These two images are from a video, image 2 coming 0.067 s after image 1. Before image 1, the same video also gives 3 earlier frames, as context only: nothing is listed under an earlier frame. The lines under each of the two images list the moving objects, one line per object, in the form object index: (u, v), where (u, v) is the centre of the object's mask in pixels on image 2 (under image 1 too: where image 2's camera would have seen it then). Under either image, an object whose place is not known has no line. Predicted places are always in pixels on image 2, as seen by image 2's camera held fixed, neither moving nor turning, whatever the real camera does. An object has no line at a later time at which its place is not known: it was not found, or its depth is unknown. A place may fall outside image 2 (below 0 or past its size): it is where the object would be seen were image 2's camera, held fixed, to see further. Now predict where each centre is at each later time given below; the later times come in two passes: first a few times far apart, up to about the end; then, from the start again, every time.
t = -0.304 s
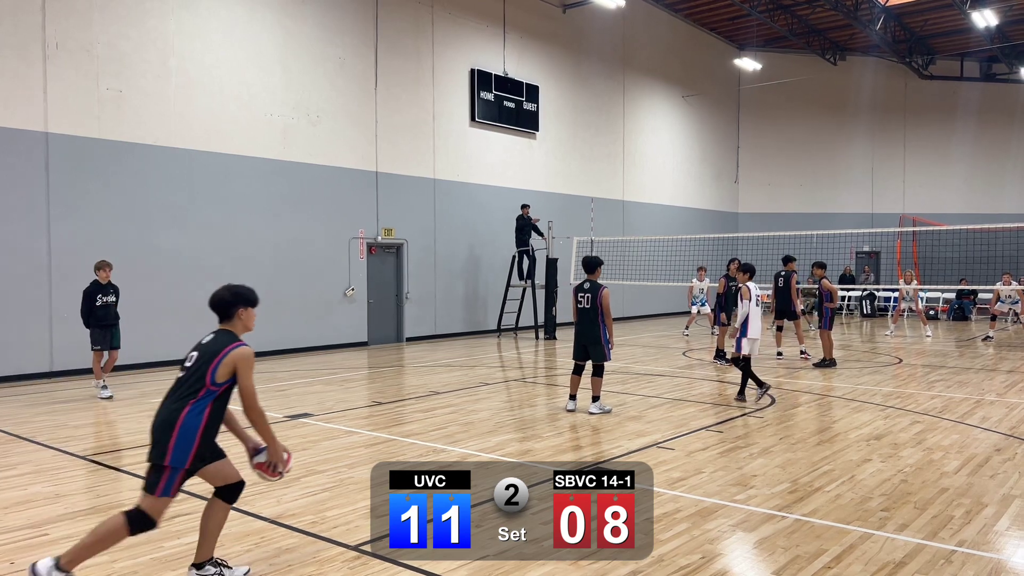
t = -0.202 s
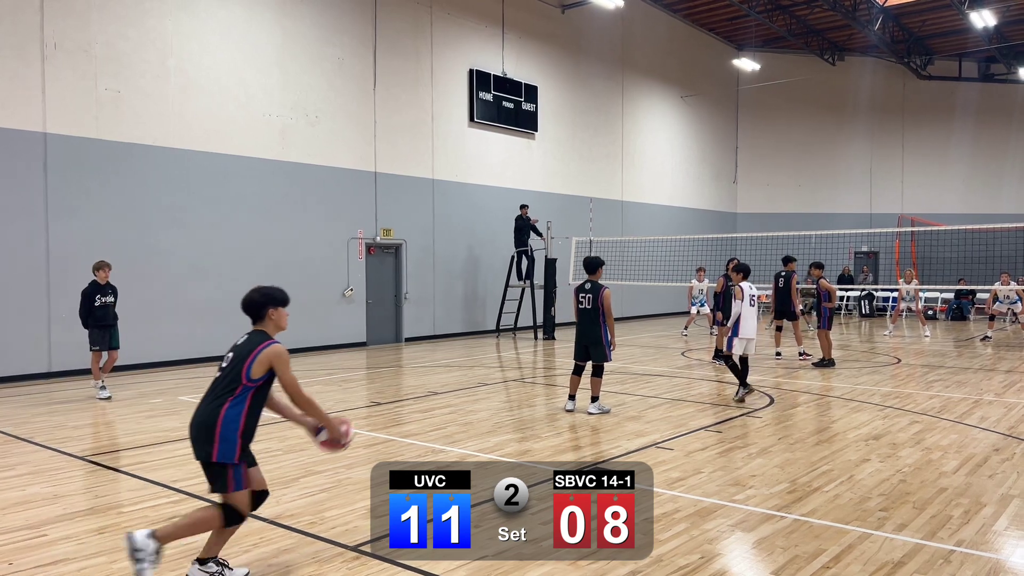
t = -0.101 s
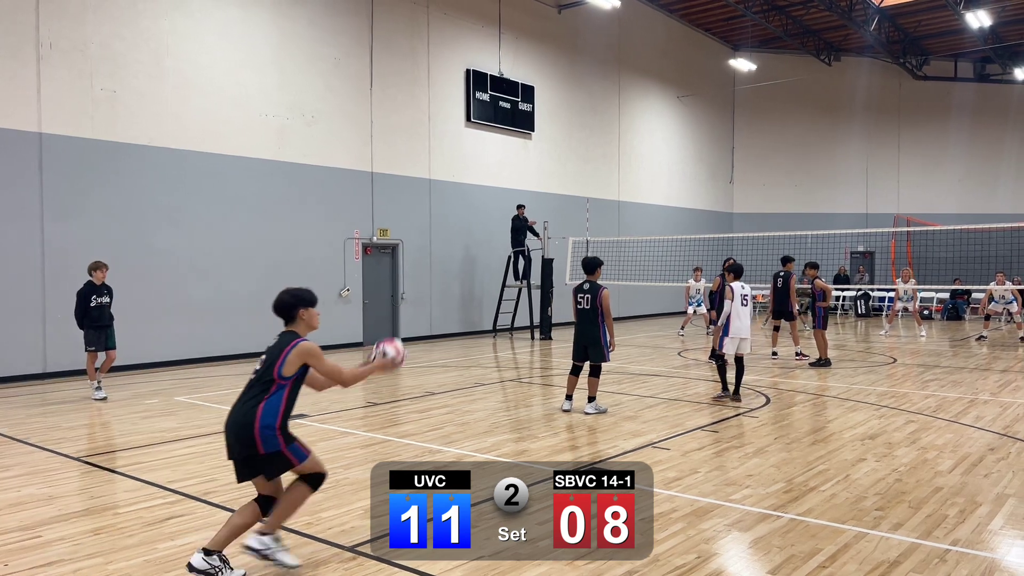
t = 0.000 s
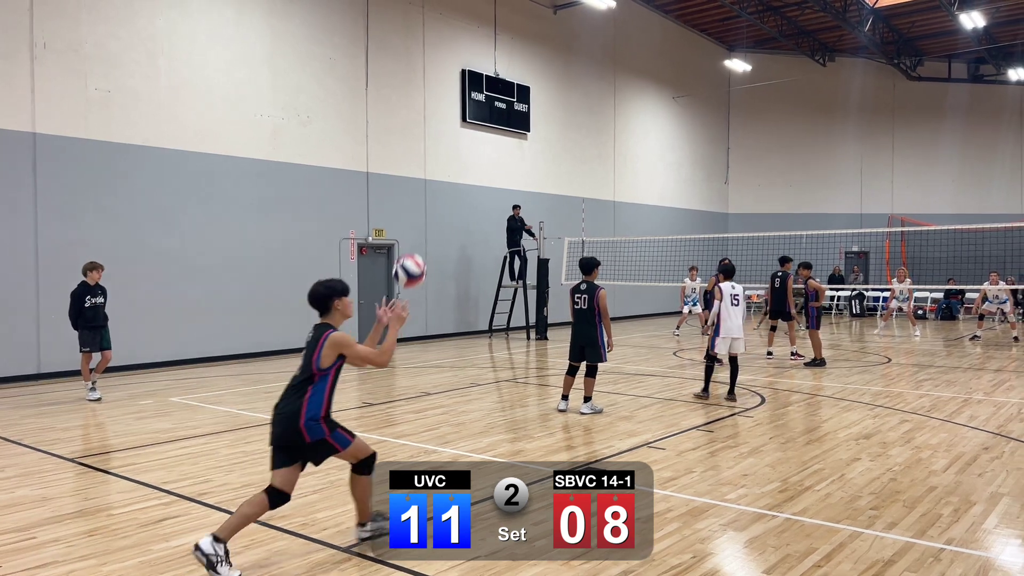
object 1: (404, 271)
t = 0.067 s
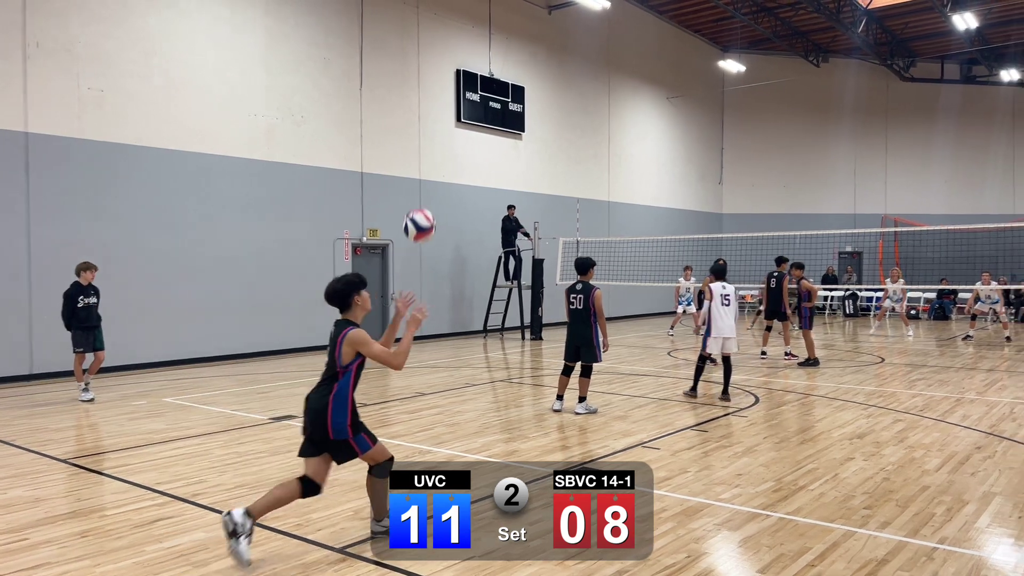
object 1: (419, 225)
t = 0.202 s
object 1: (448, 159)
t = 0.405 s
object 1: (488, 115)
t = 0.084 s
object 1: (423, 215)
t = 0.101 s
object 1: (426, 205)
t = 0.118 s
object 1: (430, 197)
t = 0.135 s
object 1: (434, 188)
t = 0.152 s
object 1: (437, 180)
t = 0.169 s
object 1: (441, 173)
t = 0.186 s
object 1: (444, 166)
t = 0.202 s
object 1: (448, 159)
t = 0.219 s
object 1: (451, 153)
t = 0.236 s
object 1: (455, 147)
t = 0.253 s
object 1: (458, 142)
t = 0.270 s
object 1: (462, 138)
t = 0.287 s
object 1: (465, 133)
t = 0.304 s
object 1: (469, 130)
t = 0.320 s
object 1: (472, 126)
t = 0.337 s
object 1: (475, 123)
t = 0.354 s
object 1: (478, 121)
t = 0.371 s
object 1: (481, 118)
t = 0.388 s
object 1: (484, 117)
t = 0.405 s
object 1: (488, 115)
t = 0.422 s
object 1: (491, 114)
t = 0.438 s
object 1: (494, 114)
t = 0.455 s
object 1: (497, 114)
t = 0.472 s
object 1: (499, 115)
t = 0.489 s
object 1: (502, 115)
